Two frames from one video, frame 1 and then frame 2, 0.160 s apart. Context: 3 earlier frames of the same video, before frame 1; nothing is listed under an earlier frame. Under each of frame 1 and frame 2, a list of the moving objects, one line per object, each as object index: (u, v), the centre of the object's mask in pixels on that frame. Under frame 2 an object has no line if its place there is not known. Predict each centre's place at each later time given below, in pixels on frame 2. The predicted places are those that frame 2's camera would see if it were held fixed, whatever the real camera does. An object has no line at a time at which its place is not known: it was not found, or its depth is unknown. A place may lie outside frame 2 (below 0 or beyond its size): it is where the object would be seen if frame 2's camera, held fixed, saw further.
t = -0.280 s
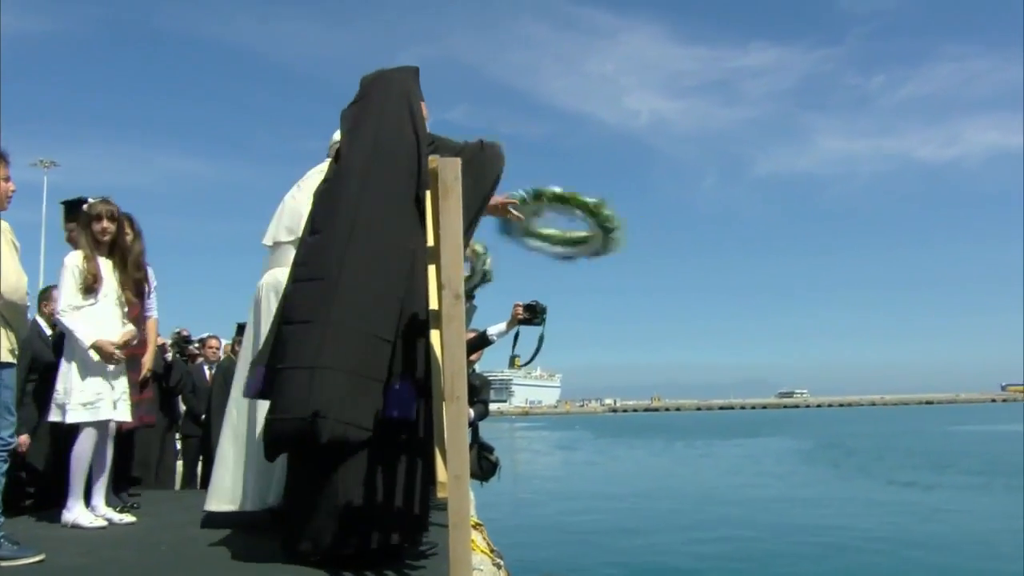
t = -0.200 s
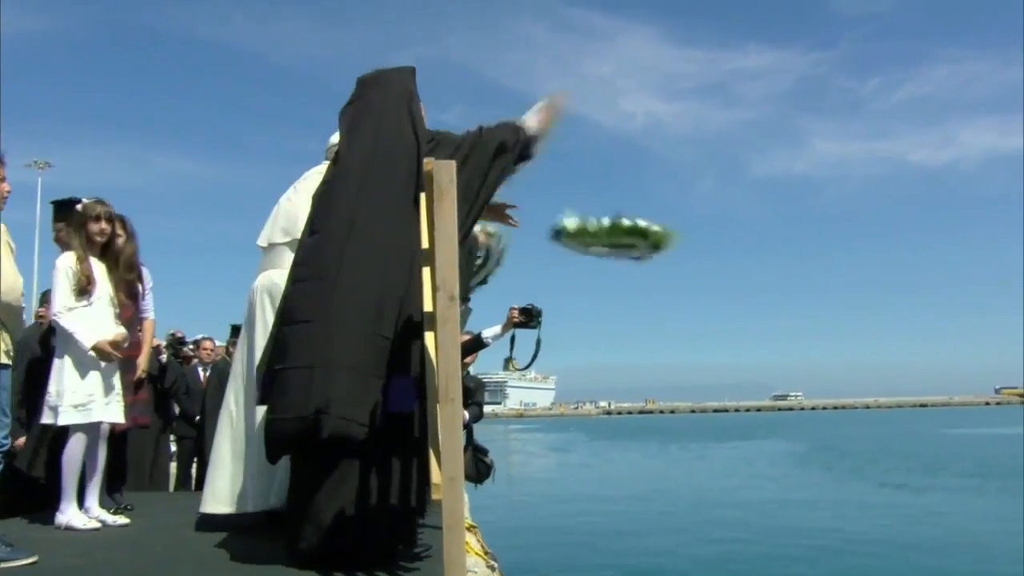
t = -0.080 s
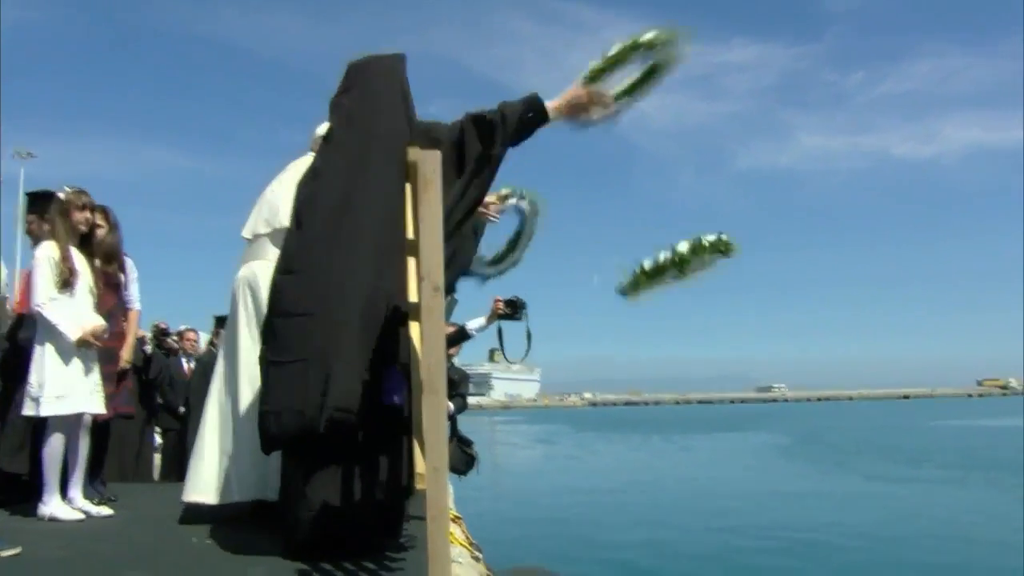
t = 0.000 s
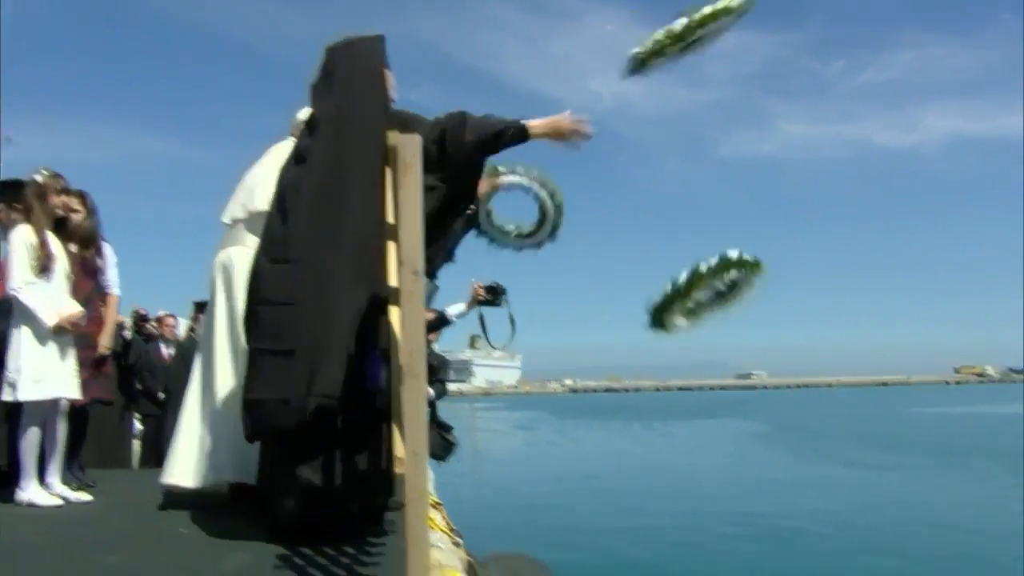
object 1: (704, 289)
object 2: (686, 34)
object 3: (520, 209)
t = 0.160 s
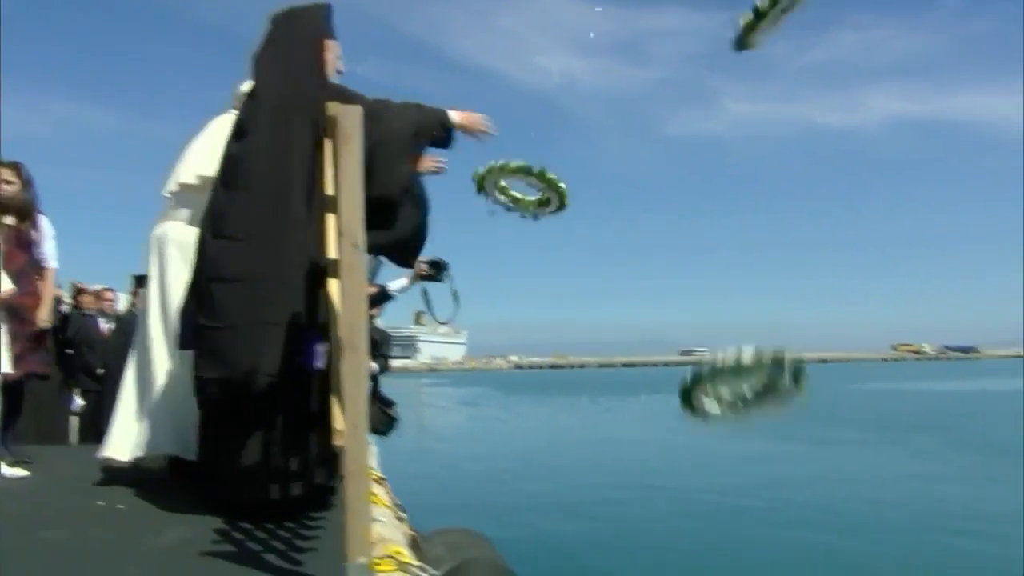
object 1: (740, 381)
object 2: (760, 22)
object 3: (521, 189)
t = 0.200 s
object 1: (761, 418)
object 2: (798, 23)
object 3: (539, 197)
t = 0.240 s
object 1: (784, 458)
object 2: (837, 25)
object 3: (555, 207)
